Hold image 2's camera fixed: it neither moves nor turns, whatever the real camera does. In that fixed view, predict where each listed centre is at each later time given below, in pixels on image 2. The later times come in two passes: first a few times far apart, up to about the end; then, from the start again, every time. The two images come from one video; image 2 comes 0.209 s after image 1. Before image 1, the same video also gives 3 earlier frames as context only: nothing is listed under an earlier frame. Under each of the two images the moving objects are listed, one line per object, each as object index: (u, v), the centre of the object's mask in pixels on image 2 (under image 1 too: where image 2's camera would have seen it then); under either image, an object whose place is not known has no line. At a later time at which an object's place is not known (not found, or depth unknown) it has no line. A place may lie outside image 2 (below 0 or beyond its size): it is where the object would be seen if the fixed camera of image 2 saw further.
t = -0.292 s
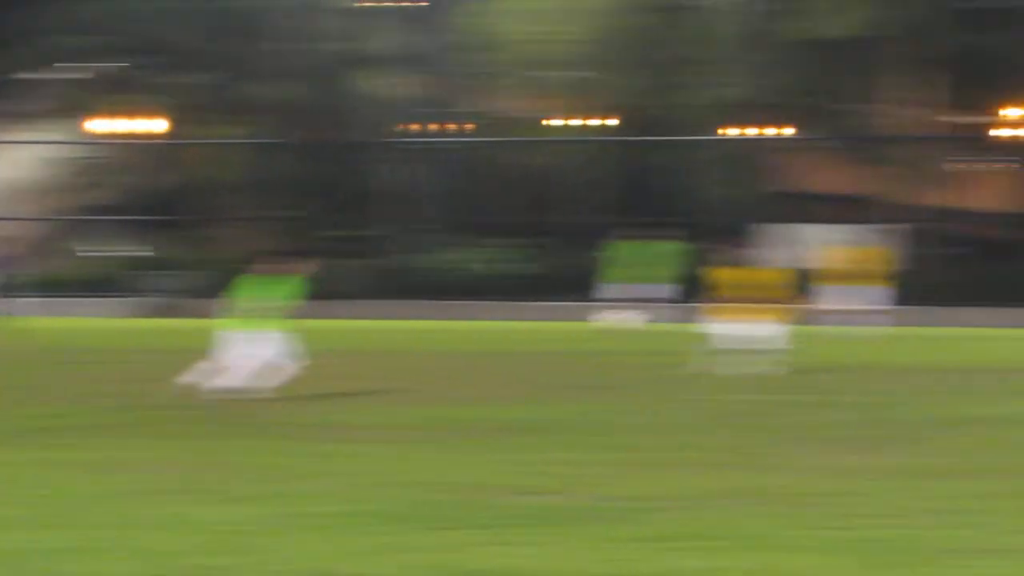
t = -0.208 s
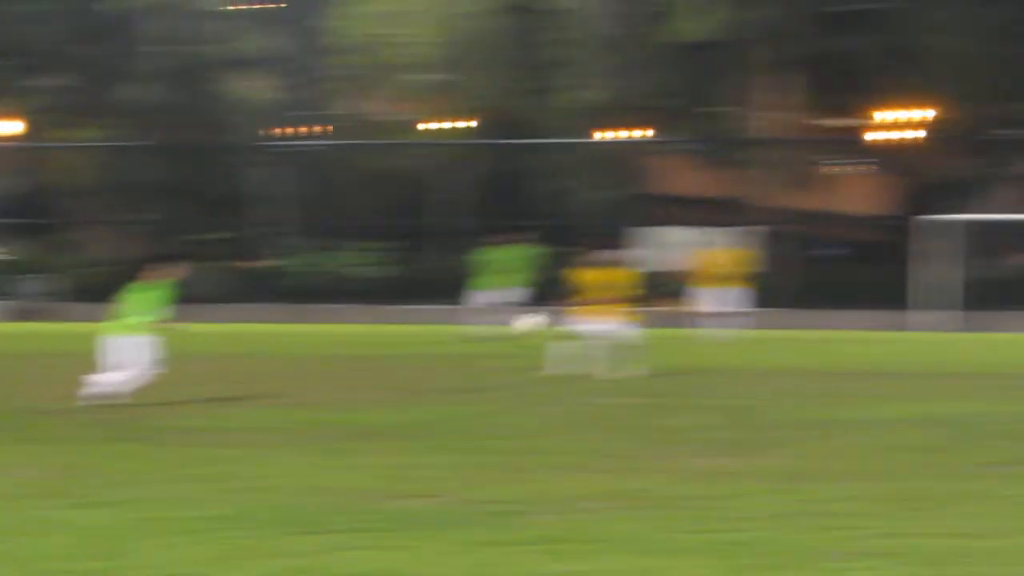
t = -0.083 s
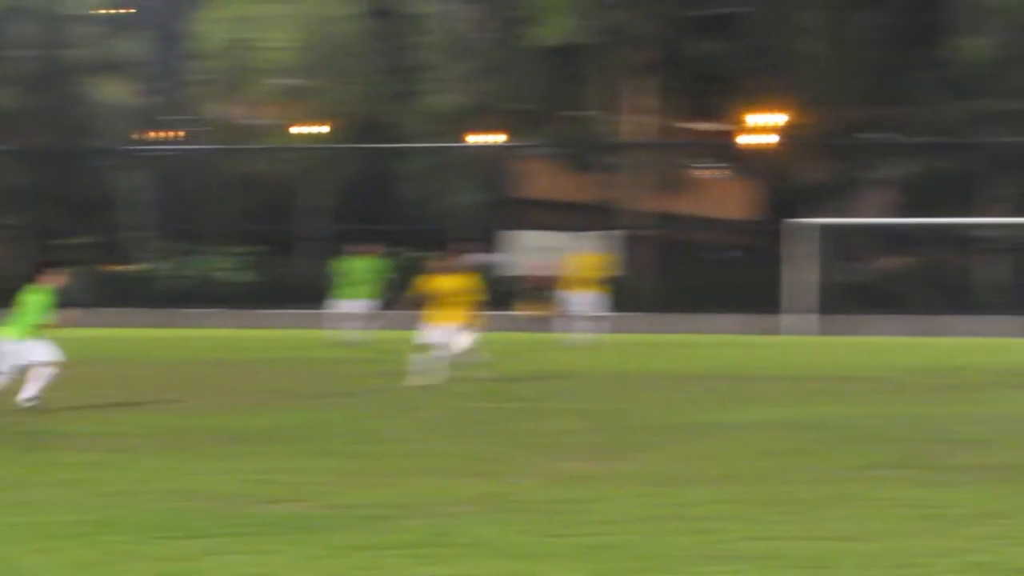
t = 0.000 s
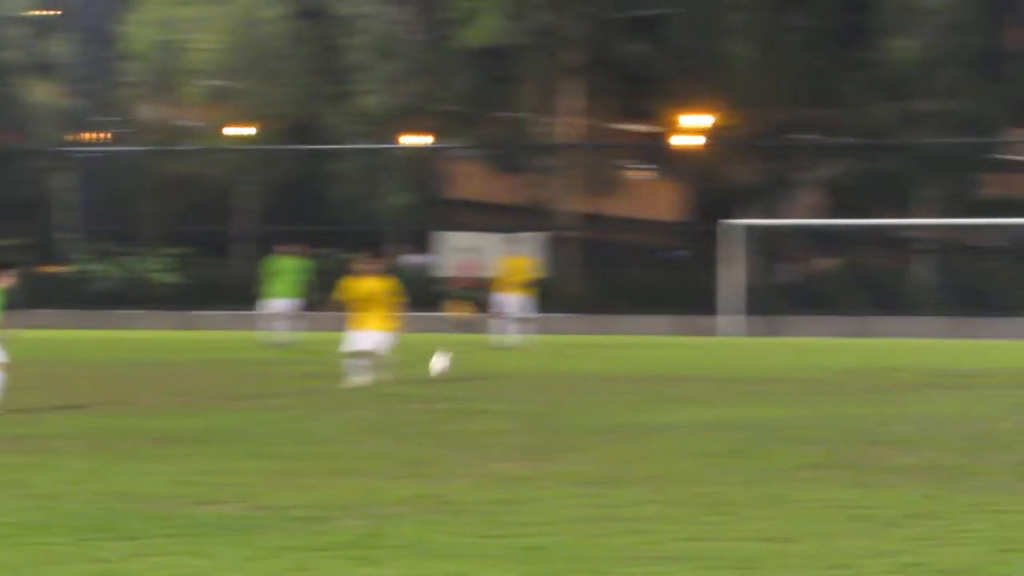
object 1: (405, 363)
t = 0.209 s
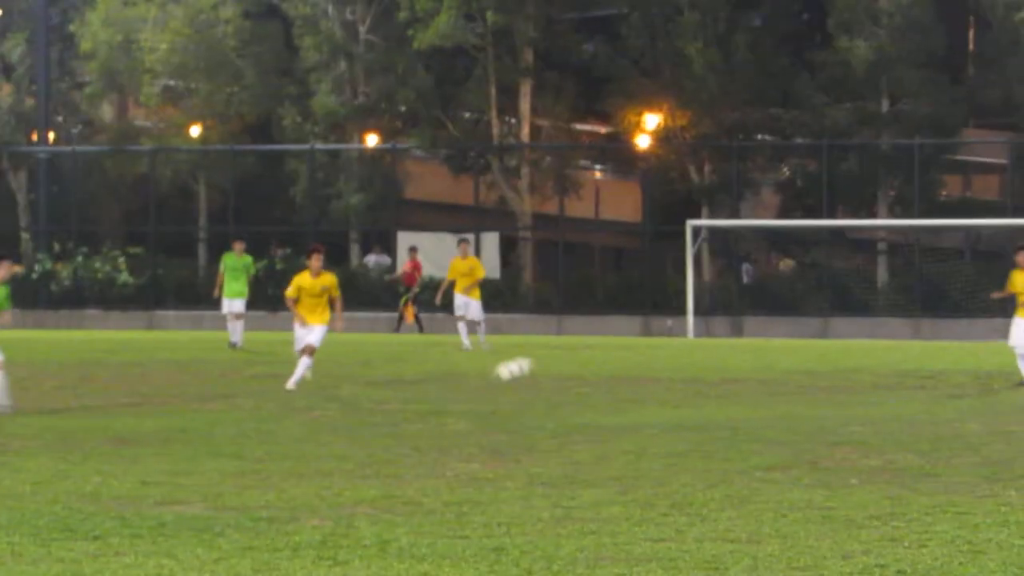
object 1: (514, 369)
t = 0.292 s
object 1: (560, 357)
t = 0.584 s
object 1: (721, 380)
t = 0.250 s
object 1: (537, 362)
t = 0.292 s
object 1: (560, 357)
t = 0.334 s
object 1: (583, 354)
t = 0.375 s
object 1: (606, 353)
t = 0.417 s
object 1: (629, 354)
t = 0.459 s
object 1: (653, 357)
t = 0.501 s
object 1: (674, 362)
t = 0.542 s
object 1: (698, 370)
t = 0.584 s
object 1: (721, 380)
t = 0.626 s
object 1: (745, 392)
